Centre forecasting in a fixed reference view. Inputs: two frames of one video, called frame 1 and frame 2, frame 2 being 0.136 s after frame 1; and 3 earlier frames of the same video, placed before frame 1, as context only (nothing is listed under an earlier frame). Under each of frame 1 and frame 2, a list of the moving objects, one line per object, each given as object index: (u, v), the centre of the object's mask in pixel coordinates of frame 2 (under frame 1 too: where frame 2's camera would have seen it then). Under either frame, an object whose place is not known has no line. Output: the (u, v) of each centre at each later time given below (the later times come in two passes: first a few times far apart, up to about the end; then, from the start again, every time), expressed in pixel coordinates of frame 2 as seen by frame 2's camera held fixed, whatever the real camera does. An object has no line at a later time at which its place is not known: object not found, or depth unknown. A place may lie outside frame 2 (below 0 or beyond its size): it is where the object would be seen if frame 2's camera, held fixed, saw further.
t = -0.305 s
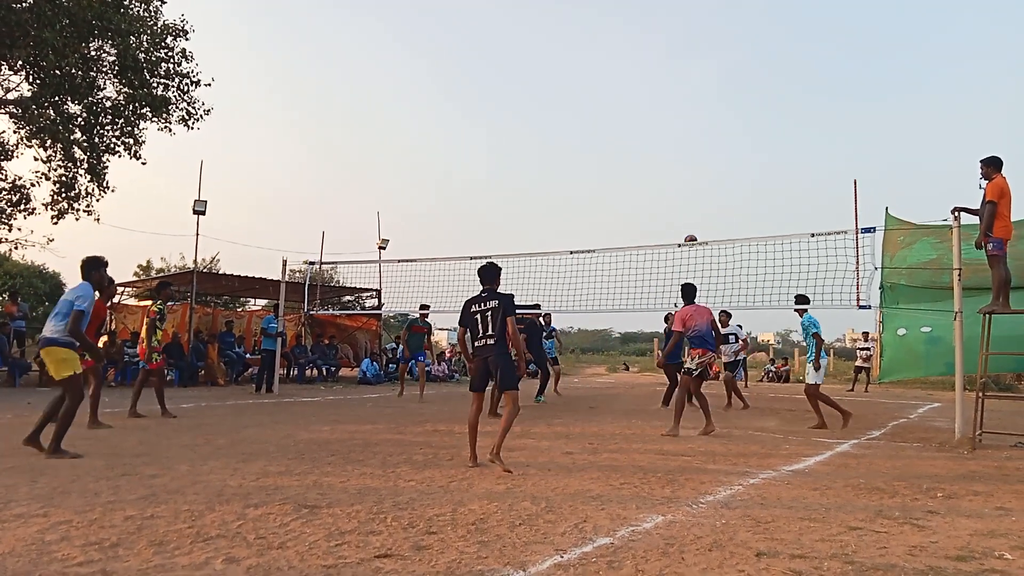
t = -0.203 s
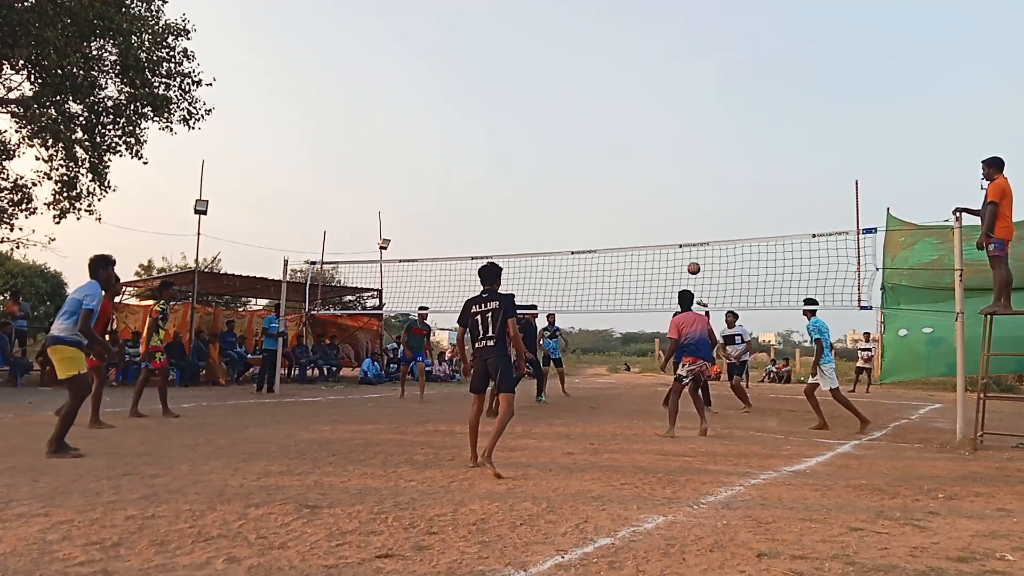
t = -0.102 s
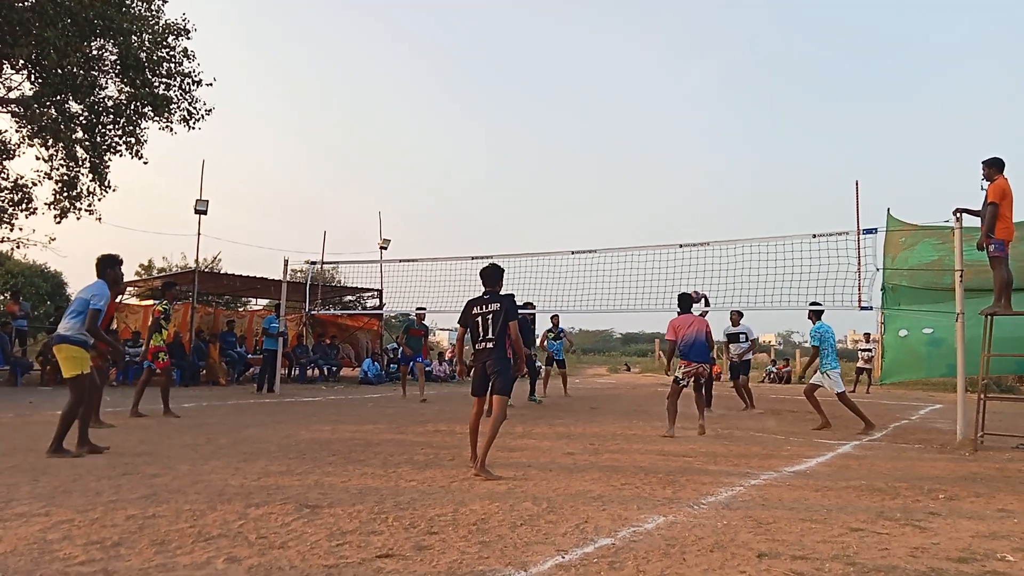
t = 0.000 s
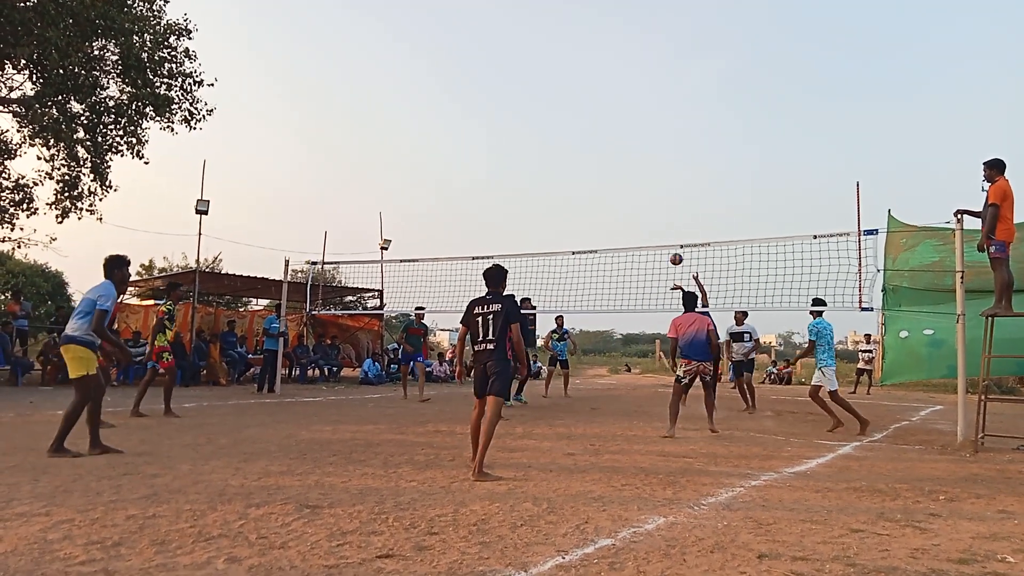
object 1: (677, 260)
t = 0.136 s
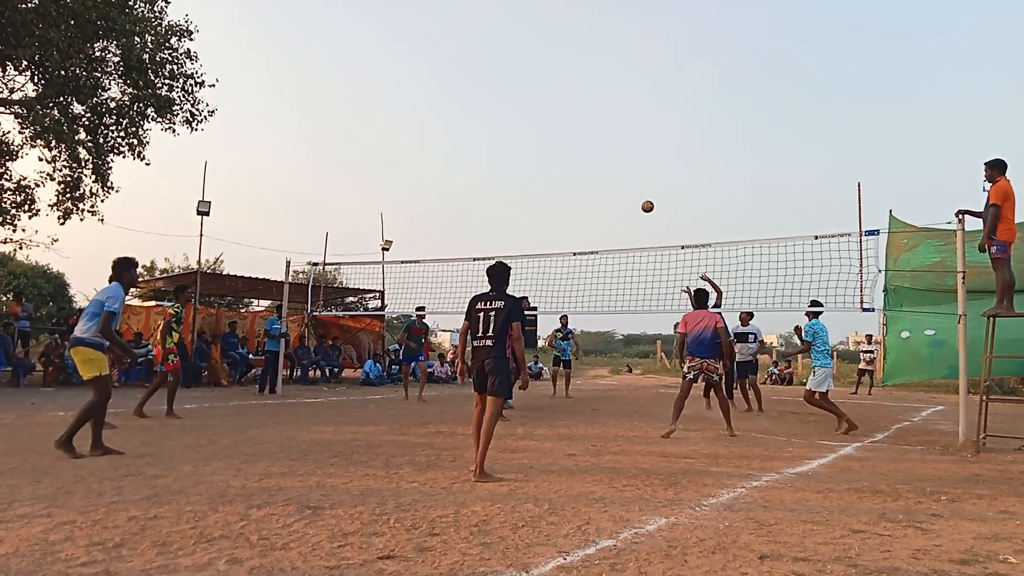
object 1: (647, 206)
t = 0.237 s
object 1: (626, 174)
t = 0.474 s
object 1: (576, 123)
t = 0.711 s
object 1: (526, 103)
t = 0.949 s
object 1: (477, 114)
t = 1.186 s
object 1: (427, 156)
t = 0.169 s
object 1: (640, 195)
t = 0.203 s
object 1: (633, 184)
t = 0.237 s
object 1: (626, 174)
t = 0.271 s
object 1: (619, 165)
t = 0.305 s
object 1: (611, 156)
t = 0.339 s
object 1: (604, 148)
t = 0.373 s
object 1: (597, 141)
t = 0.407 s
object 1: (590, 134)
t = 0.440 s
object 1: (583, 128)
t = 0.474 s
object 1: (576, 123)
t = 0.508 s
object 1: (569, 118)
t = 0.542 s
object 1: (562, 114)
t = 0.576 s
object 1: (554, 110)
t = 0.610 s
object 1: (547, 108)
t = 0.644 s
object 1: (540, 105)
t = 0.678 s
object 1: (533, 104)
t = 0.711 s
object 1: (526, 103)
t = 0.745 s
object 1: (519, 103)
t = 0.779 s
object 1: (512, 103)
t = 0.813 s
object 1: (505, 104)
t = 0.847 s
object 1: (498, 106)
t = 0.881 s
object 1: (491, 108)
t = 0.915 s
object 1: (484, 111)
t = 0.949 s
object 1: (477, 114)
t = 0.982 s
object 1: (470, 119)
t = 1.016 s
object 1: (463, 123)
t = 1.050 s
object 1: (456, 129)
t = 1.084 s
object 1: (448, 134)
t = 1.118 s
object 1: (441, 141)
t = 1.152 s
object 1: (434, 148)
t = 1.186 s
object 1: (427, 156)
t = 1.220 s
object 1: (420, 164)
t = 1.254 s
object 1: (413, 173)
